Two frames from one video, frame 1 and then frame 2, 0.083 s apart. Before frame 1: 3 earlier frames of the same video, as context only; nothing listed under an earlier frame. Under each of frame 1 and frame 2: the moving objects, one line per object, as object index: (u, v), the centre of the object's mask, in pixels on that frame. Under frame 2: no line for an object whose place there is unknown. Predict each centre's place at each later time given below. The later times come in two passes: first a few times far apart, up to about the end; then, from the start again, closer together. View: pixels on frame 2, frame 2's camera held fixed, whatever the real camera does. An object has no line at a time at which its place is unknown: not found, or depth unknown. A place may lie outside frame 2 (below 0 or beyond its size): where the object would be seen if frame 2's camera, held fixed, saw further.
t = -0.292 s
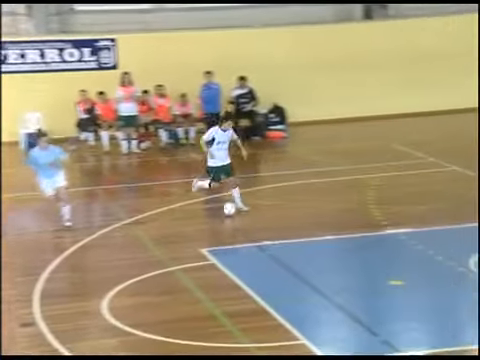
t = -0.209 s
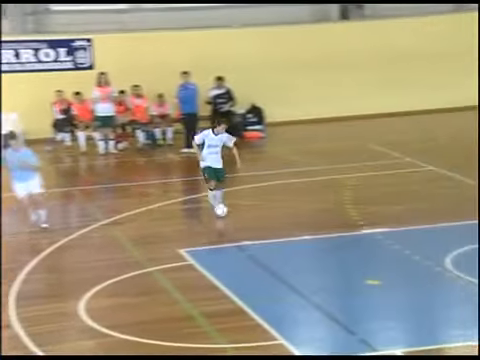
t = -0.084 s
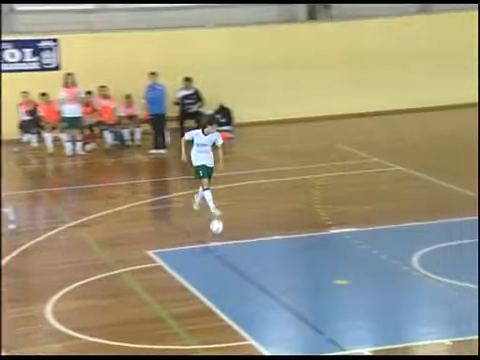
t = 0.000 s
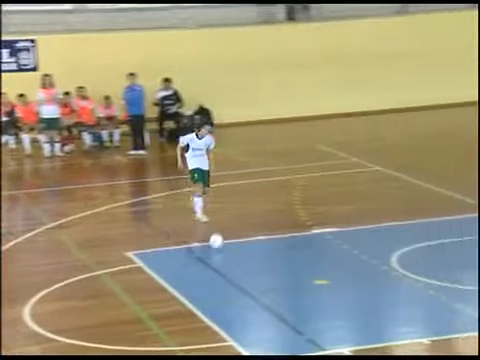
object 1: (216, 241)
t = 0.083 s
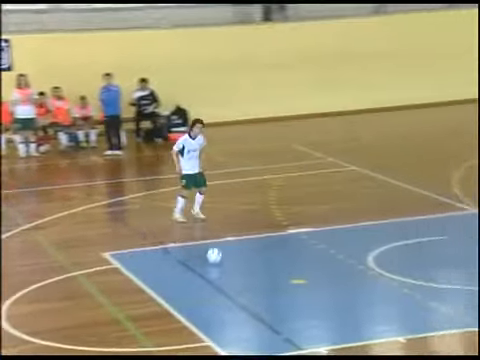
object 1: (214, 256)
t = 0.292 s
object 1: (281, 302)
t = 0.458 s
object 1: (332, 336)
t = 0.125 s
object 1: (224, 263)
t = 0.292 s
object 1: (281, 302)
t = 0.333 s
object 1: (294, 310)
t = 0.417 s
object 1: (320, 328)
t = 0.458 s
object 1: (332, 336)
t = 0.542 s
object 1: (360, 354)
